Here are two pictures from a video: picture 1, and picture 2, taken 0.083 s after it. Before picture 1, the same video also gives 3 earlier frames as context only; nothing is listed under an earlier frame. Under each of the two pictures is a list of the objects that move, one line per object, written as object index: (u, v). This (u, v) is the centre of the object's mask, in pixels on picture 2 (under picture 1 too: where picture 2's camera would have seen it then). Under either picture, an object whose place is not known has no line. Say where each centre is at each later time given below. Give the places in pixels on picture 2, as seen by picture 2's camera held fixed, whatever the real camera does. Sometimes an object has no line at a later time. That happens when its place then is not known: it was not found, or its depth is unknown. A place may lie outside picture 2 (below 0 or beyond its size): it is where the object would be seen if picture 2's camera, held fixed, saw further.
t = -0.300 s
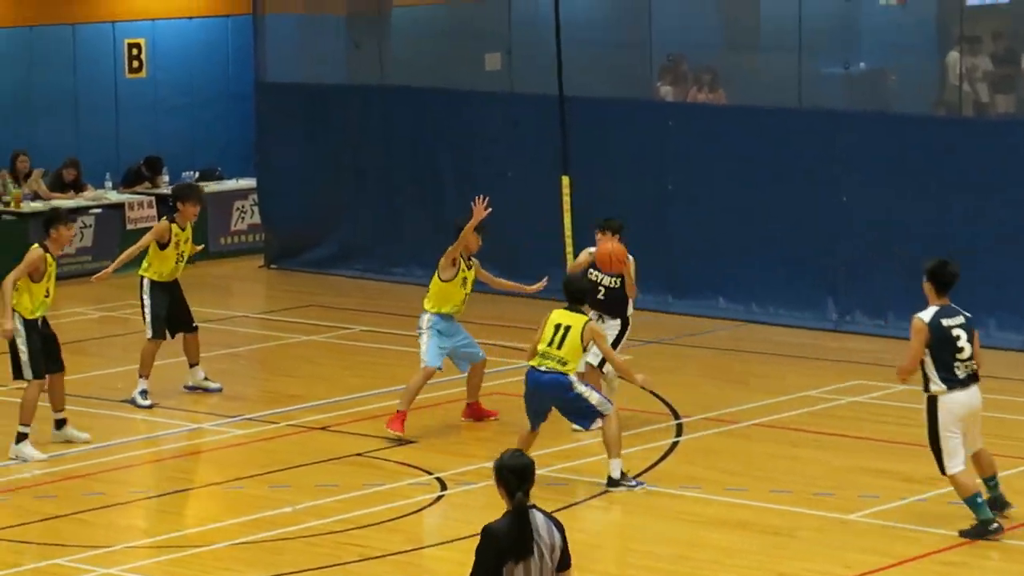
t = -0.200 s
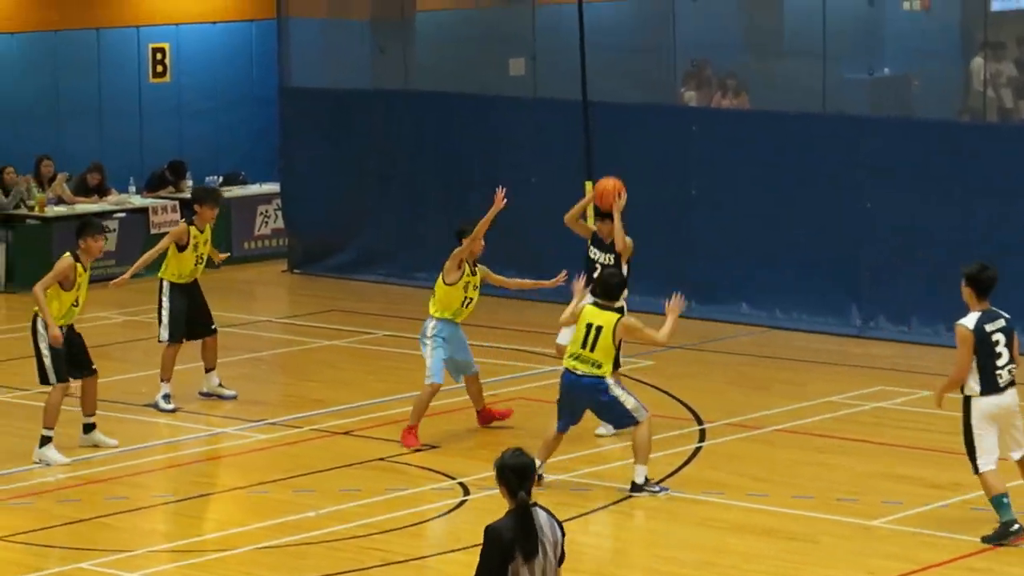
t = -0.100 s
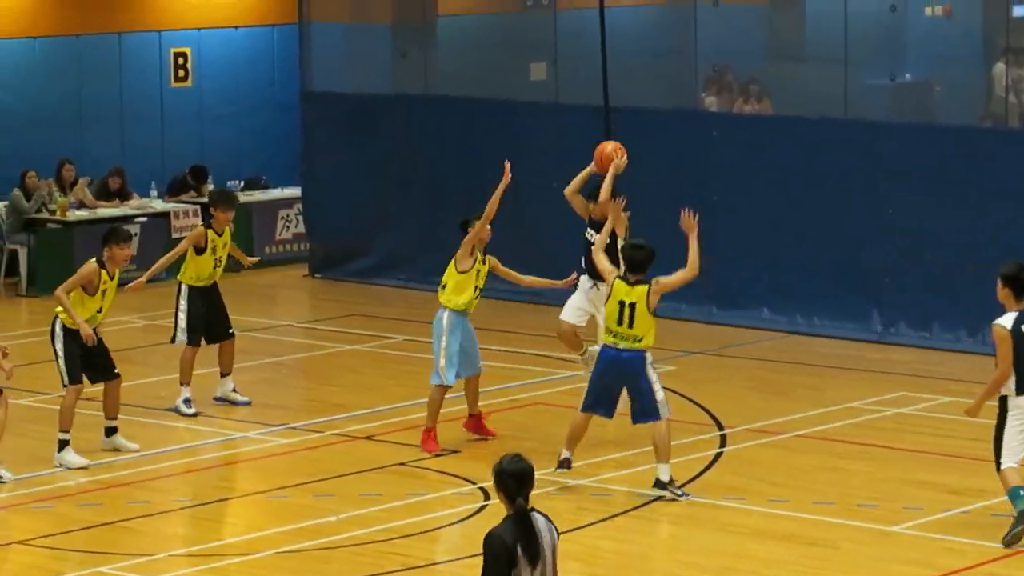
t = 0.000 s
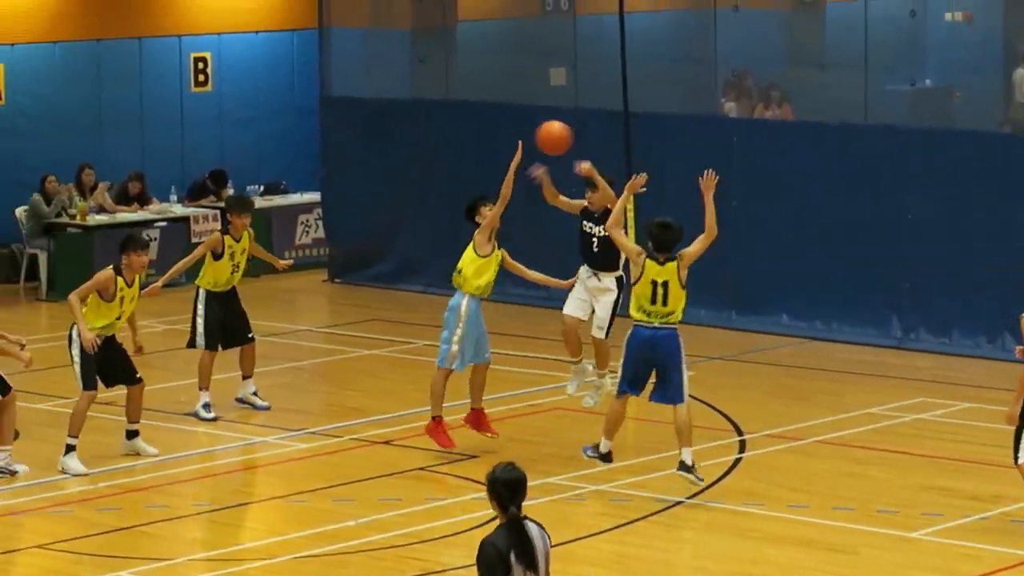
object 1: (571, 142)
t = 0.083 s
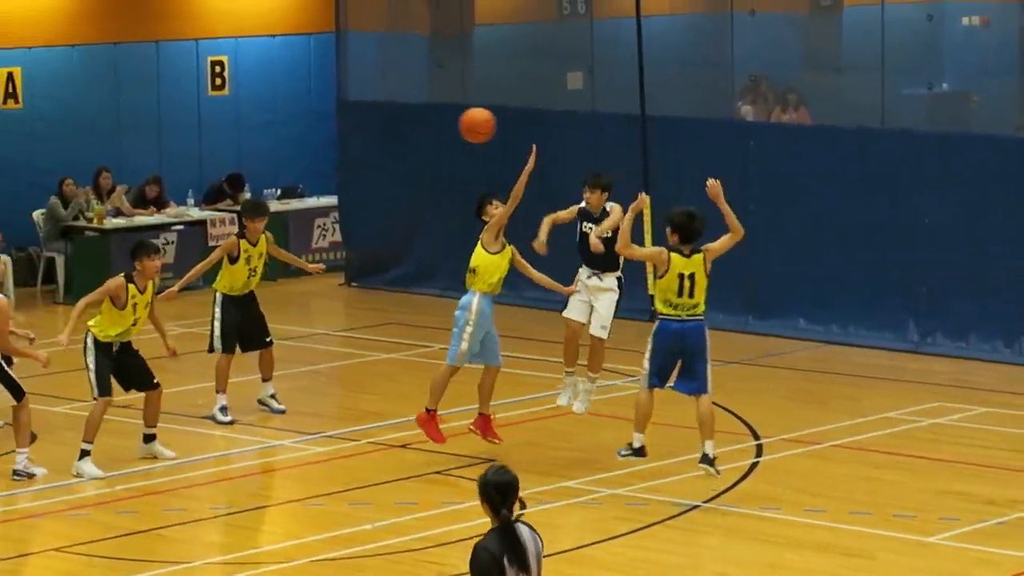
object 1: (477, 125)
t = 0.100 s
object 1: (458, 123)
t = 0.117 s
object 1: (439, 121)
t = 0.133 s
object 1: (419, 120)
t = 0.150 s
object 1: (400, 119)
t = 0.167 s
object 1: (381, 118)
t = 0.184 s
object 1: (360, 118)
